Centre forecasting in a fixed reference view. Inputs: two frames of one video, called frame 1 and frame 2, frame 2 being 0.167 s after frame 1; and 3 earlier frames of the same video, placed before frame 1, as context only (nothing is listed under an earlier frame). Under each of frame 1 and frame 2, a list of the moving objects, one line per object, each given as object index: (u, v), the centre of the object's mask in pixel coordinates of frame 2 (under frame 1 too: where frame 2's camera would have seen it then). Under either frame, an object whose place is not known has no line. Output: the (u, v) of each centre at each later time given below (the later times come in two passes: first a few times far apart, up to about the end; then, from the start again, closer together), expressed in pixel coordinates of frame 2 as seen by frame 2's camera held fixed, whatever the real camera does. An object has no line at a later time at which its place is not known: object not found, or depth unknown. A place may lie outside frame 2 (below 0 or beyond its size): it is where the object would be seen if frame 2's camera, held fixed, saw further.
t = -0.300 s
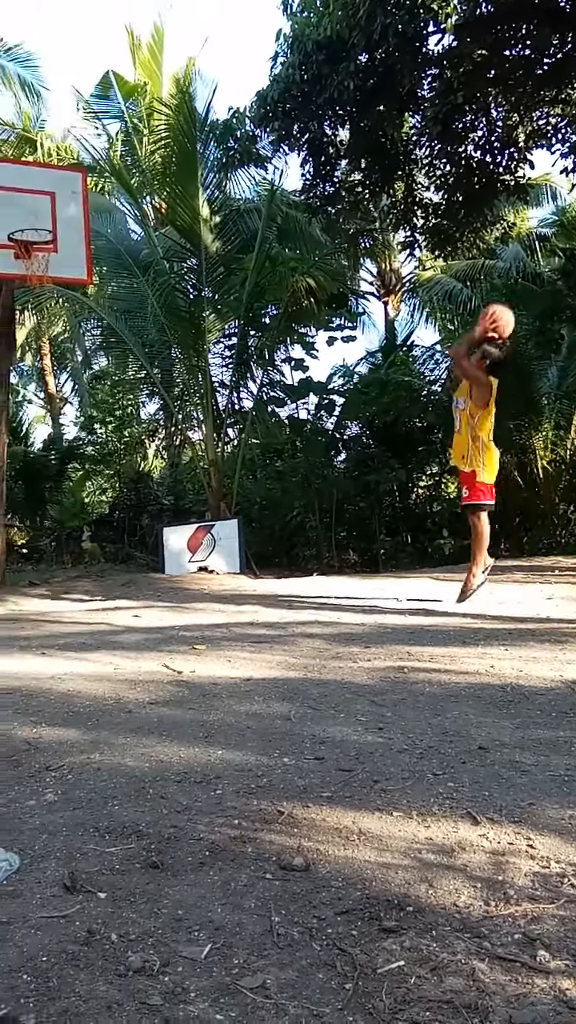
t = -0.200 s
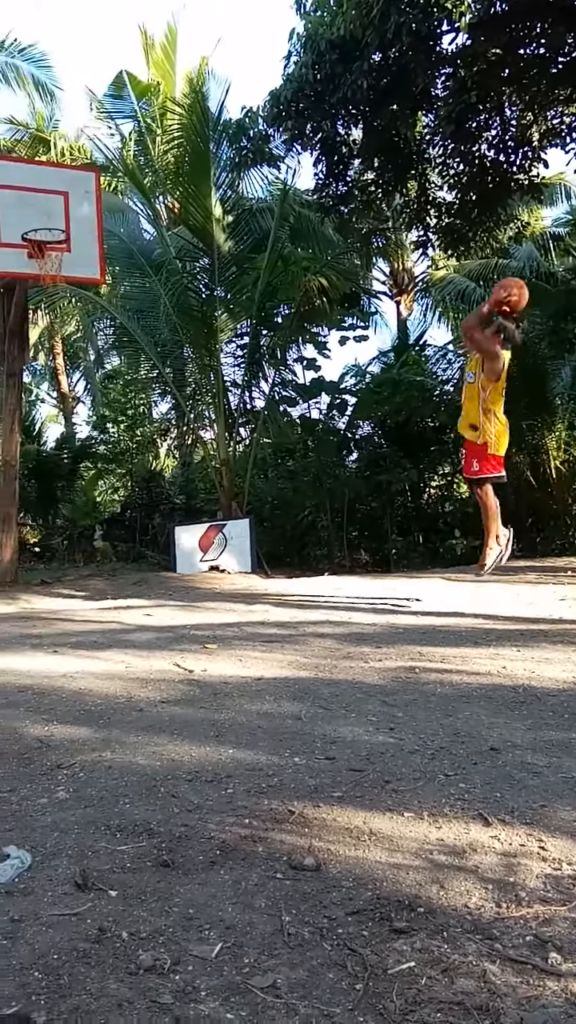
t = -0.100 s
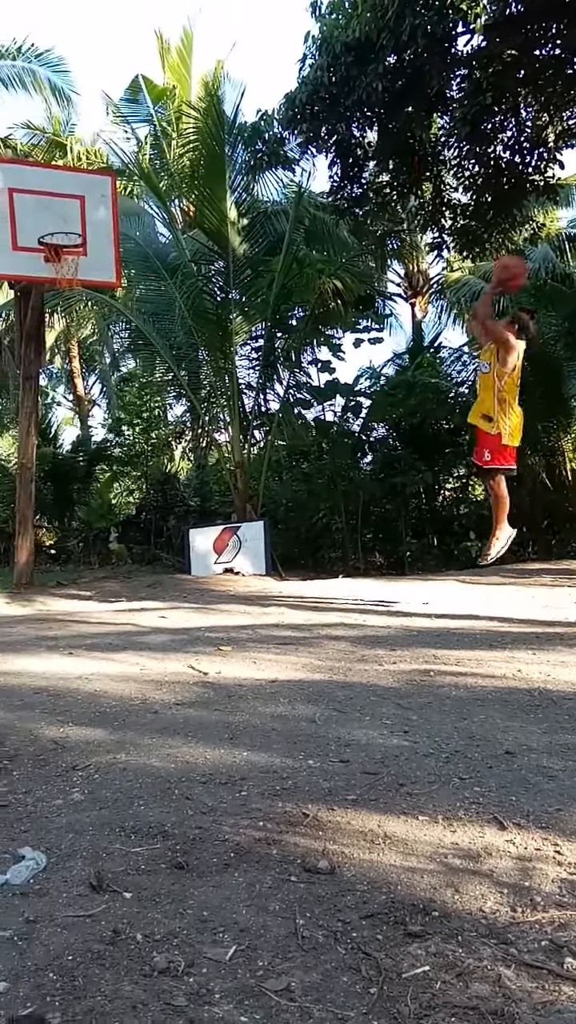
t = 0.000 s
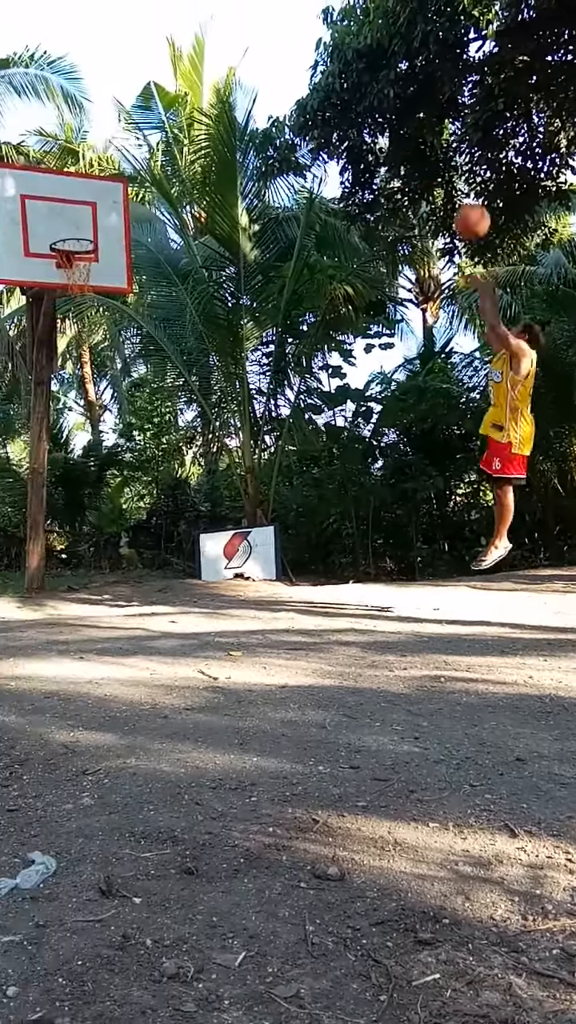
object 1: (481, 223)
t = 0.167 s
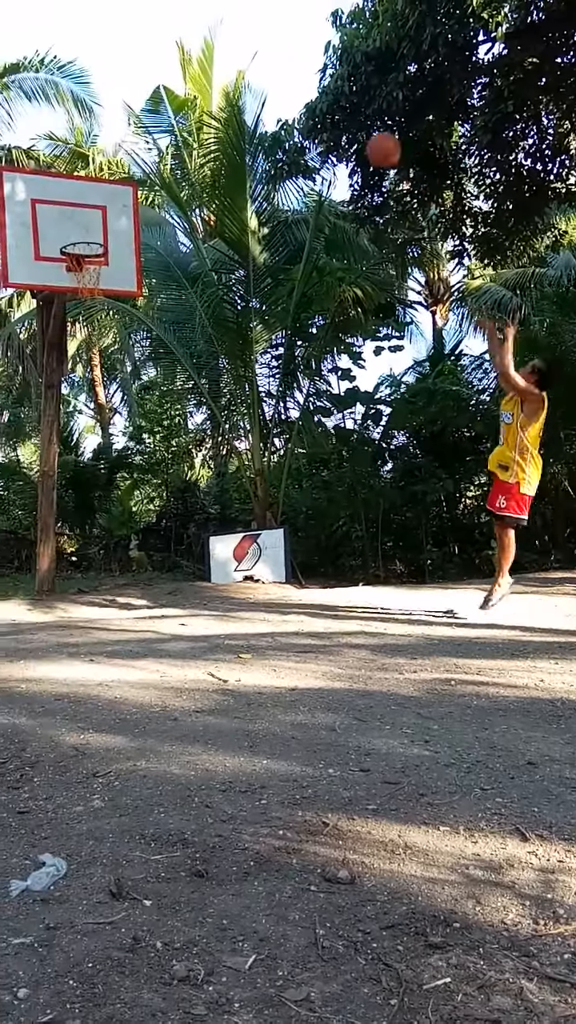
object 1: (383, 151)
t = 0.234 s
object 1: (347, 134)
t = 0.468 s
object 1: (232, 129)
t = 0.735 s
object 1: (121, 205)
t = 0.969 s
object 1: (84, 229)
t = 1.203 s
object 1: (96, 217)
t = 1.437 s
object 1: (110, 220)
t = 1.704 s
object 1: (128, 248)
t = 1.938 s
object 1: (151, 341)
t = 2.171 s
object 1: (170, 491)
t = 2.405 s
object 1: (165, 538)
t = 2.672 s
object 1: (124, 435)
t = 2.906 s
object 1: (93, 413)
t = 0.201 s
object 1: (366, 141)
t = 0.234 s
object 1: (347, 134)
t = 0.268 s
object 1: (330, 128)
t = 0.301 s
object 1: (313, 124)
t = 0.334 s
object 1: (296, 122)
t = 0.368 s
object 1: (280, 123)
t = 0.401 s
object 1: (263, 123)
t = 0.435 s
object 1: (248, 124)
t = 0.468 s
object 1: (232, 129)
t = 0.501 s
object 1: (218, 133)
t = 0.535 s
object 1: (202, 141)
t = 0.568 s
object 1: (188, 147)
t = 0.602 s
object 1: (175, 156)
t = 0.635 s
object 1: (160, 167)
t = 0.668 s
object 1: (147, 178)
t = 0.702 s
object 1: (134, 190)
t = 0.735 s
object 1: (121, 205)
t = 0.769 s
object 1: (108, 219)
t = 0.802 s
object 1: (96, 234)
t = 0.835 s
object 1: (85, 242)
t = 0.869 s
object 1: (77, 247)
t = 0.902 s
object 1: (79, 241)
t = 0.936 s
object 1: (82, 235)
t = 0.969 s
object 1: (84, 229)
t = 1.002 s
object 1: (85, 224)
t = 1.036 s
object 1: (87, 219)
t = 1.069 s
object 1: (89, 217)
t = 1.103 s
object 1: (90, 215)
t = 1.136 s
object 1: (92, 215)
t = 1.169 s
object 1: (94, 215)
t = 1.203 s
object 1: (96, 217)
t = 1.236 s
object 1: (98, 220)
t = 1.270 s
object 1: (100, 226)
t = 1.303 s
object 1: (102, 232)
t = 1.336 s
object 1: (104, 230)
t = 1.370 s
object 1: (106, 225)
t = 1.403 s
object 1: (108, 222)
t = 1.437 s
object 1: (110, 220)
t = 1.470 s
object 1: (111, 218)
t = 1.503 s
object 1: (114, 219)
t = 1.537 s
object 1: (116, 220)
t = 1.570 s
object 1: (119, 223)
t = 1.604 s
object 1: (121, 228)
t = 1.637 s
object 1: (123, 233)
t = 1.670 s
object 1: (126, 240)
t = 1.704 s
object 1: (128, 248)
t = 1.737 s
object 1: (133, 258)
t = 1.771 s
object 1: (135, 269)
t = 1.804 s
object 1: (137, 281)
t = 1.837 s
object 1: (142, 294)
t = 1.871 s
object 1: (144, 308)
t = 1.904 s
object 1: (147, 324)
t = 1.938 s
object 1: (151, 341)
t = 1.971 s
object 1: (152, 359)
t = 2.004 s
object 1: (155, 379)
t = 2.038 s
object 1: (158, 399)
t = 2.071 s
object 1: (161, 421)
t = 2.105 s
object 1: (164, 443)
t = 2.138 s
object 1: (167, 467)
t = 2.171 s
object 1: (170, 491)
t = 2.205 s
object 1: (172, 517)
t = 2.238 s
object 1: (176, 545)
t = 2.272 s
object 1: (179, 571)
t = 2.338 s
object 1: (176, 577)
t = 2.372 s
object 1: (171, 557)
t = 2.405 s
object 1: (165, 538)
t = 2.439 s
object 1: (159, 520)
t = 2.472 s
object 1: (155, 505)
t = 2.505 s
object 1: (150, 489)
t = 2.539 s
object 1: (144, 476)
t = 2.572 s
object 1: (139, 465)
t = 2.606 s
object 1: (134, 454)
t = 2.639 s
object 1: (130, 445)
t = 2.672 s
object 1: (124, 435)
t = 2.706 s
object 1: (119, 428)
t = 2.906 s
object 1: (93, 413)
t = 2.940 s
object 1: (87, 414)
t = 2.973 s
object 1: (83, 417)
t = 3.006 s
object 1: (80, 420)
